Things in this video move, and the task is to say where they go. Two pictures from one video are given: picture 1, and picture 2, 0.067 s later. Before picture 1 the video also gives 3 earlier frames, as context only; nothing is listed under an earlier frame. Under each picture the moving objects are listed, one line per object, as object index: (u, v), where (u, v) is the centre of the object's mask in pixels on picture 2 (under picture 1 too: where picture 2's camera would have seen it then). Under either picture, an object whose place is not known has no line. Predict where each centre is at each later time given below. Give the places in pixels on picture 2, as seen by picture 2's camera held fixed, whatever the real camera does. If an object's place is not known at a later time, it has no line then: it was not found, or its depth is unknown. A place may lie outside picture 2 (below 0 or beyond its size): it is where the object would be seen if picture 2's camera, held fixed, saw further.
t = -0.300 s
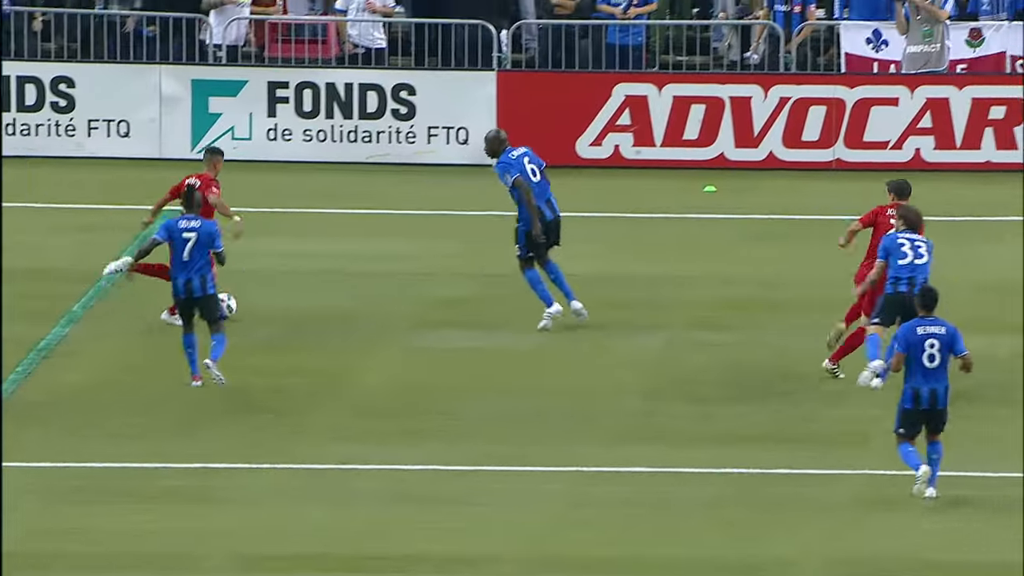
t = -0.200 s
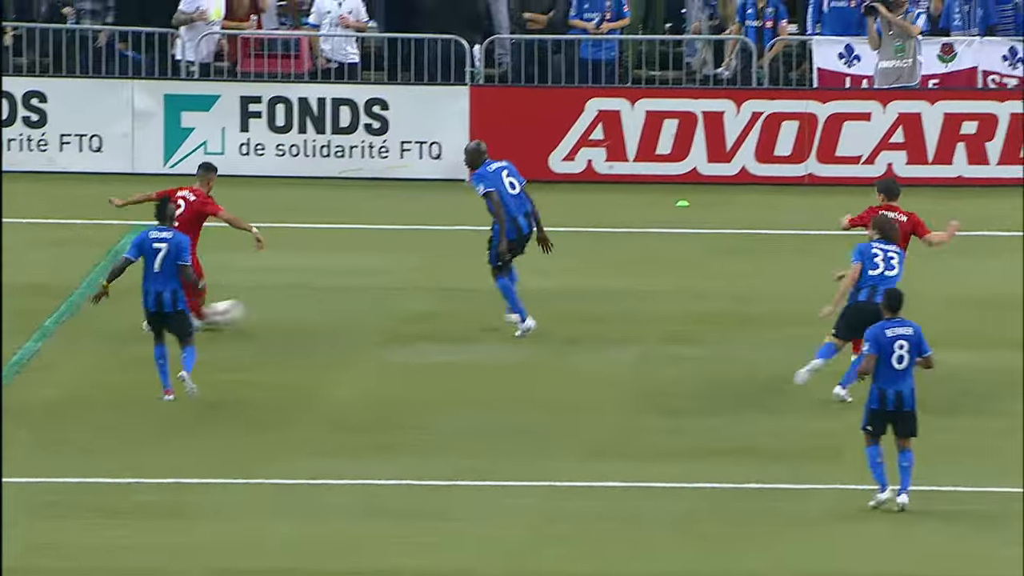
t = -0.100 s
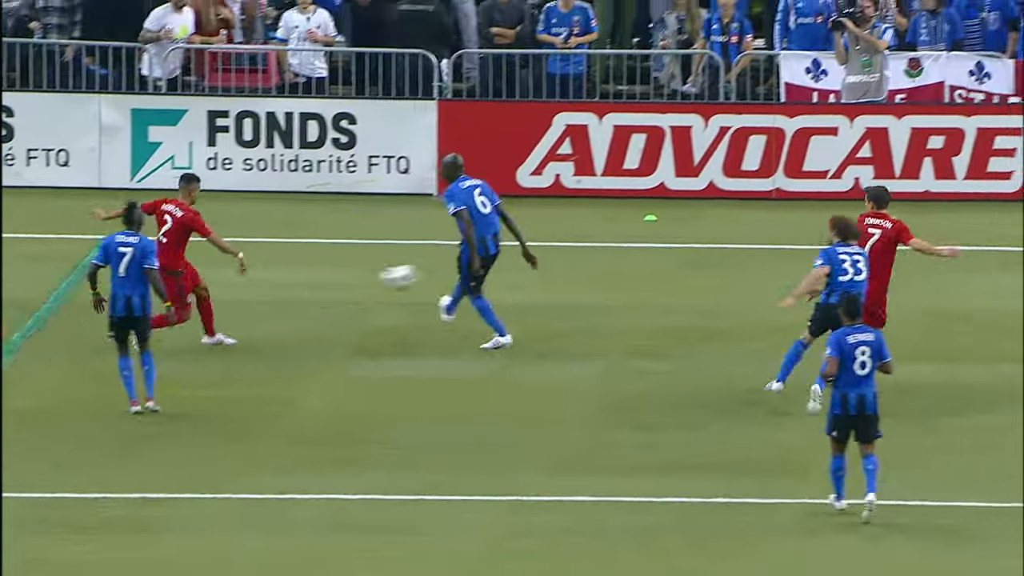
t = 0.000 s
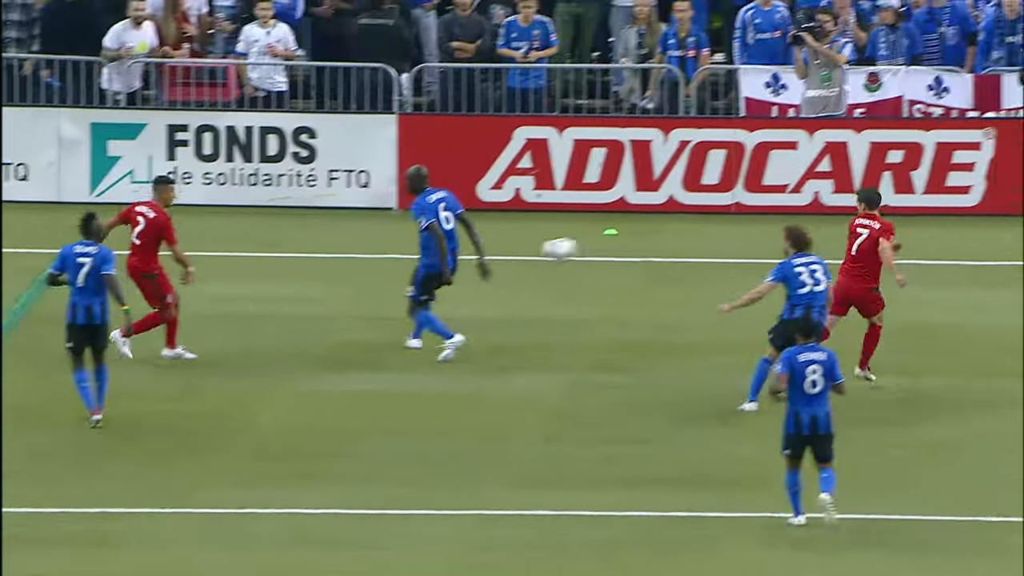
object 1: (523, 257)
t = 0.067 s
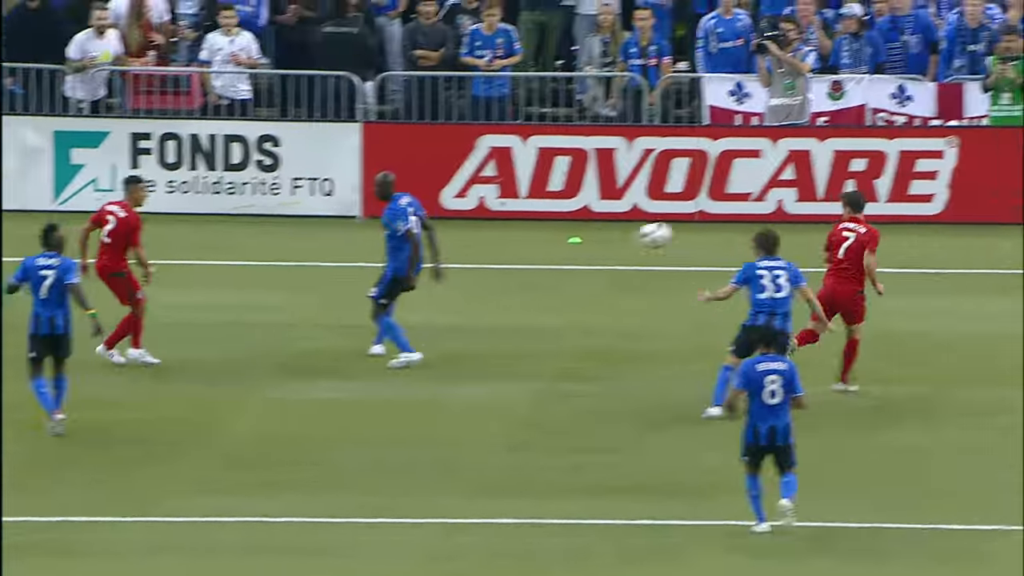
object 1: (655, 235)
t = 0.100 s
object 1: (720, 223)
